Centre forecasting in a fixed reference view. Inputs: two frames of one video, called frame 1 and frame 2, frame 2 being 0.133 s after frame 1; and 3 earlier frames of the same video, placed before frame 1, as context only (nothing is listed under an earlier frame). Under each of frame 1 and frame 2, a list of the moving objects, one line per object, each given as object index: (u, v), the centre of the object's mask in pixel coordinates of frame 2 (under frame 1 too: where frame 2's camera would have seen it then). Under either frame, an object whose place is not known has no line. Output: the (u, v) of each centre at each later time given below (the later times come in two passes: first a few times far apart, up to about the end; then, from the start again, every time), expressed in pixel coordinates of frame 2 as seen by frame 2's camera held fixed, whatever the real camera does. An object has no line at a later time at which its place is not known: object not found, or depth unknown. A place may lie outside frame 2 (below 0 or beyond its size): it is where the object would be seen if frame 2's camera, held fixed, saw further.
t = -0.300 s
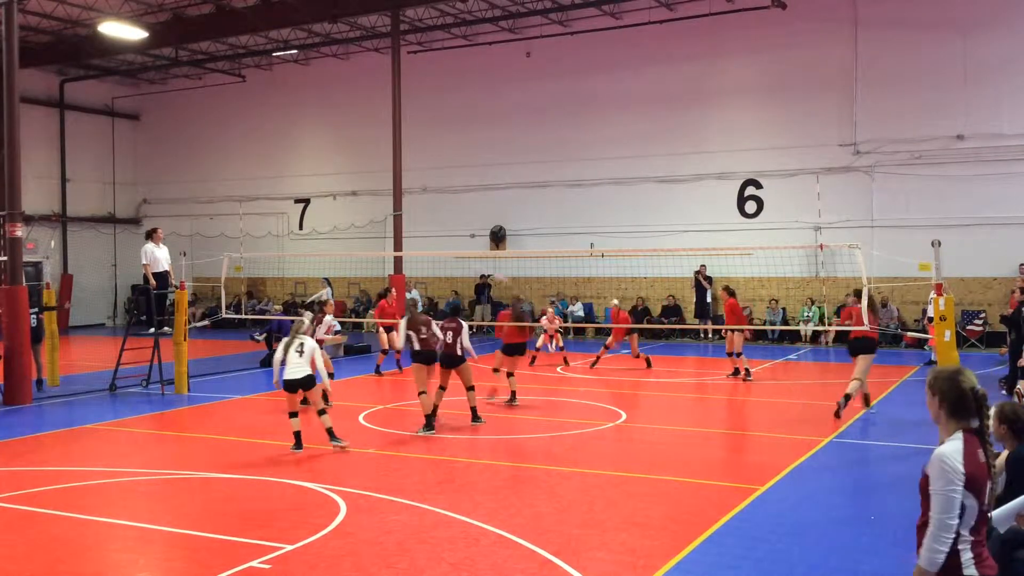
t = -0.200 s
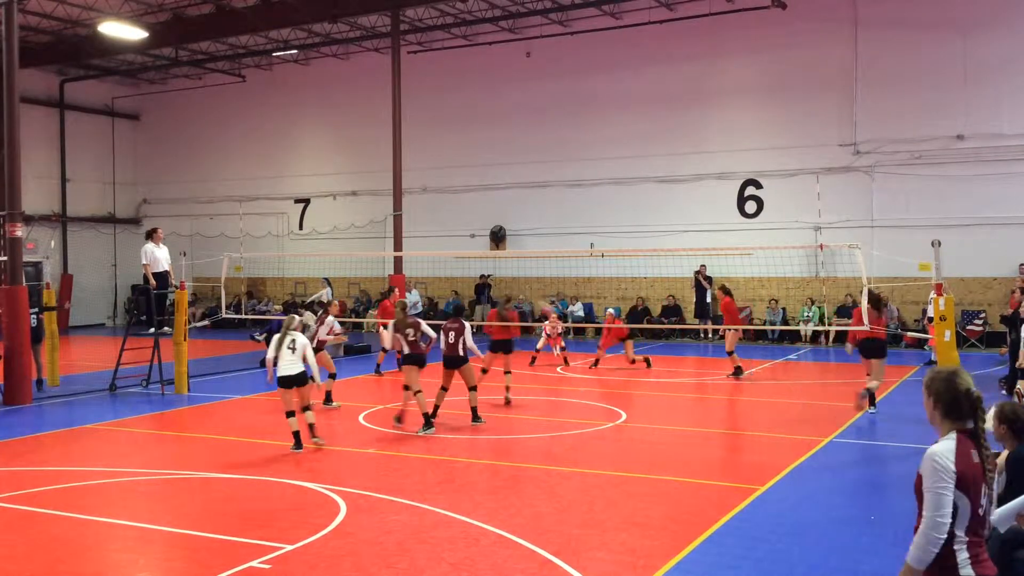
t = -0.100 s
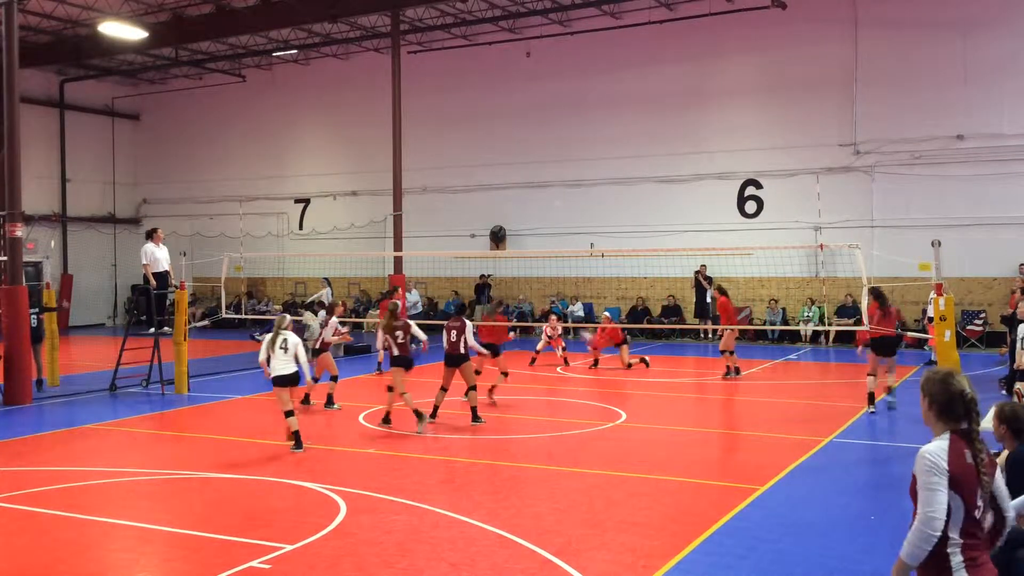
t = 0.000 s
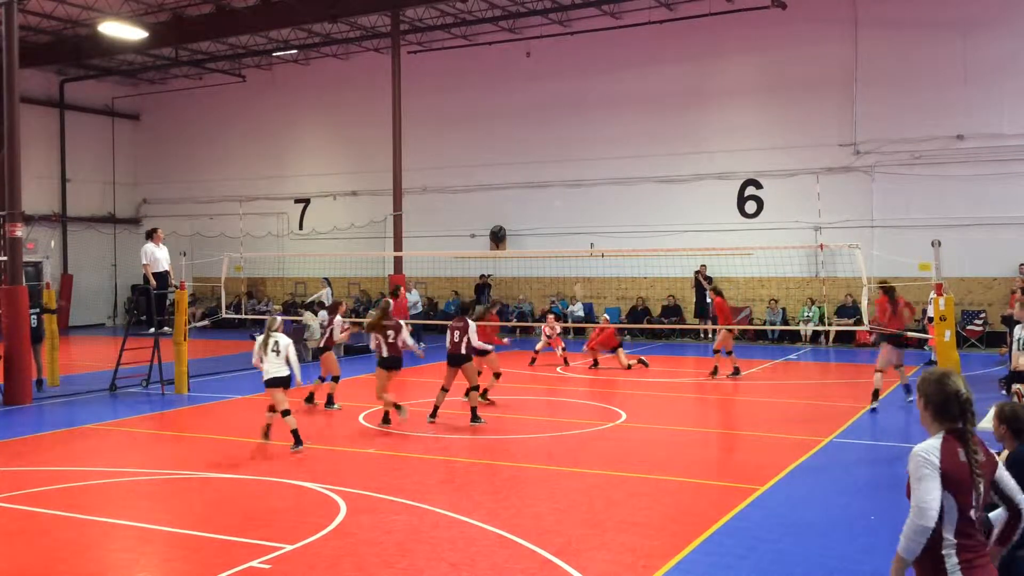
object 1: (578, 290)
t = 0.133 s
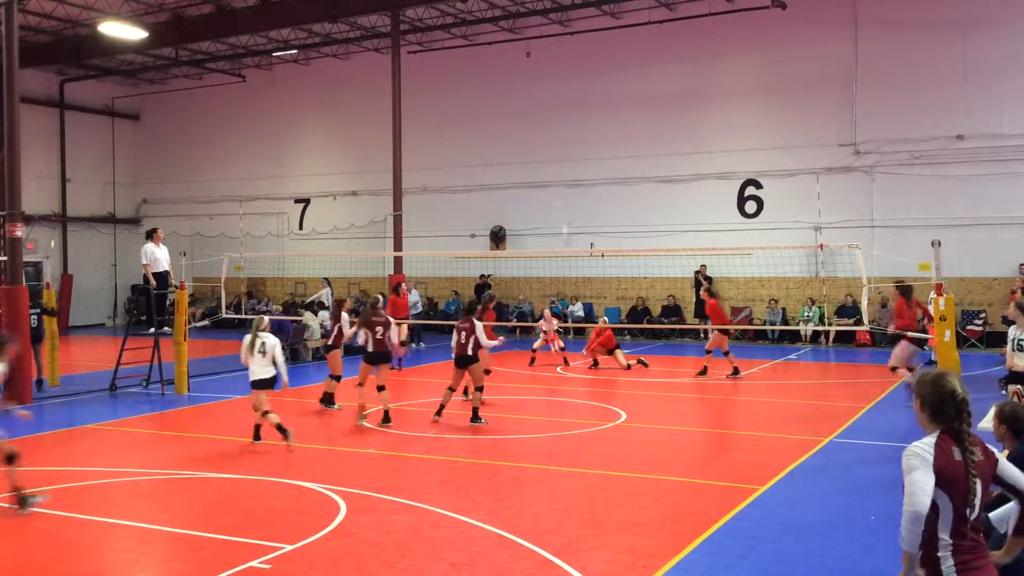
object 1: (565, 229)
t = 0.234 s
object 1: (553, 196)
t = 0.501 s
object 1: (530, 122)
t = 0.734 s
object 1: (509, 88)
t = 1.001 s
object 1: (488, 82)
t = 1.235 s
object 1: (467, 107)
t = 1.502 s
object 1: (447, 170)
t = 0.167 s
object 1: (560, 220)
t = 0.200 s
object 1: (558, 210)
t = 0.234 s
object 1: (553, 196)
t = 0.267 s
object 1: (551, 186)
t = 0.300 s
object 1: (549, 173)
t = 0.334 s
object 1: (545, 165)
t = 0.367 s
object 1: (542, 155)
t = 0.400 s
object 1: (539, 146)
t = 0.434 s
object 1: (536, 138)
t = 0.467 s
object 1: (533, 129)
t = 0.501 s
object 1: (530, 122)
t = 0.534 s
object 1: (527, 116)
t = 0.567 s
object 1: (524, 110)
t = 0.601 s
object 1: (521, 104)
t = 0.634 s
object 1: (518, 98)
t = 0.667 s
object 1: (514, 95)
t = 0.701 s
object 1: (511, 91)
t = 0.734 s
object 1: (509, 88)
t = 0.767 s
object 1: (507, 85)
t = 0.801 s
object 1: (504, 83)
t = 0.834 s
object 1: (501, 81)
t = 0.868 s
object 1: (498, 80)
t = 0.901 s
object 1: (496, 80)
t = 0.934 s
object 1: (492, 80)
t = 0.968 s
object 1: (490, 81)
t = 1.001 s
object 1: (488, 82)
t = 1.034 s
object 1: (485, 84)
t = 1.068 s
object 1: (481, 86)
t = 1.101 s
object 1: (479, 89)
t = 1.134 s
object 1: (476, 94)
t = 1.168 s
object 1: (473, 97)
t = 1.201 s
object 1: (470, 102)
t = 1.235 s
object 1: (467, 107)
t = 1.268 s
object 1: (465, 113)
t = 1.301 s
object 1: (463, 120)
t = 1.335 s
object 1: (459, 128)
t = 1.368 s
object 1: (458, 135)
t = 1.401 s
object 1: (454, 143)
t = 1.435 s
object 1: (451, 151)
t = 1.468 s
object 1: (449, 161)
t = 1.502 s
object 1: (447, 170)
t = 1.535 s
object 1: (443, 181)
